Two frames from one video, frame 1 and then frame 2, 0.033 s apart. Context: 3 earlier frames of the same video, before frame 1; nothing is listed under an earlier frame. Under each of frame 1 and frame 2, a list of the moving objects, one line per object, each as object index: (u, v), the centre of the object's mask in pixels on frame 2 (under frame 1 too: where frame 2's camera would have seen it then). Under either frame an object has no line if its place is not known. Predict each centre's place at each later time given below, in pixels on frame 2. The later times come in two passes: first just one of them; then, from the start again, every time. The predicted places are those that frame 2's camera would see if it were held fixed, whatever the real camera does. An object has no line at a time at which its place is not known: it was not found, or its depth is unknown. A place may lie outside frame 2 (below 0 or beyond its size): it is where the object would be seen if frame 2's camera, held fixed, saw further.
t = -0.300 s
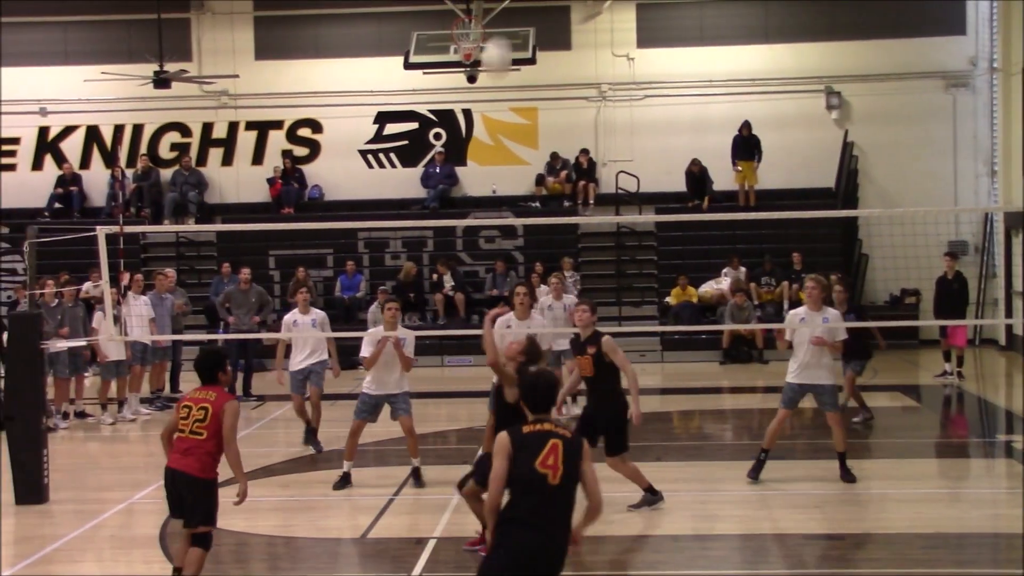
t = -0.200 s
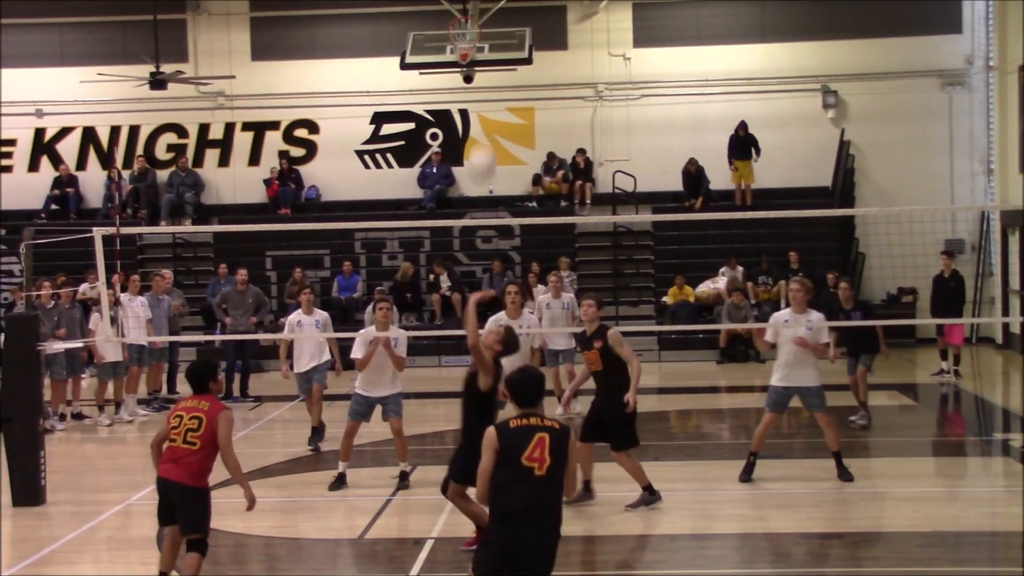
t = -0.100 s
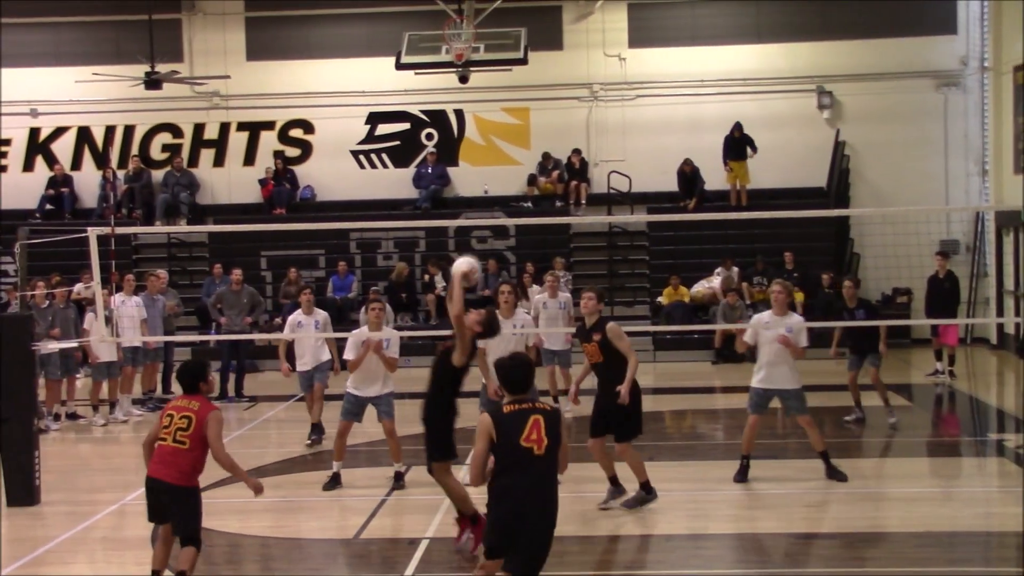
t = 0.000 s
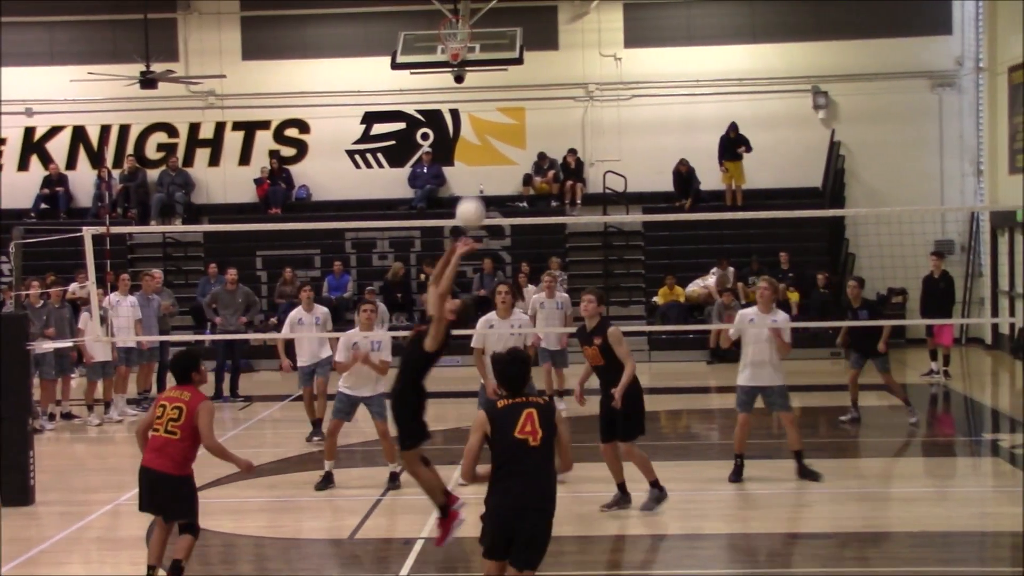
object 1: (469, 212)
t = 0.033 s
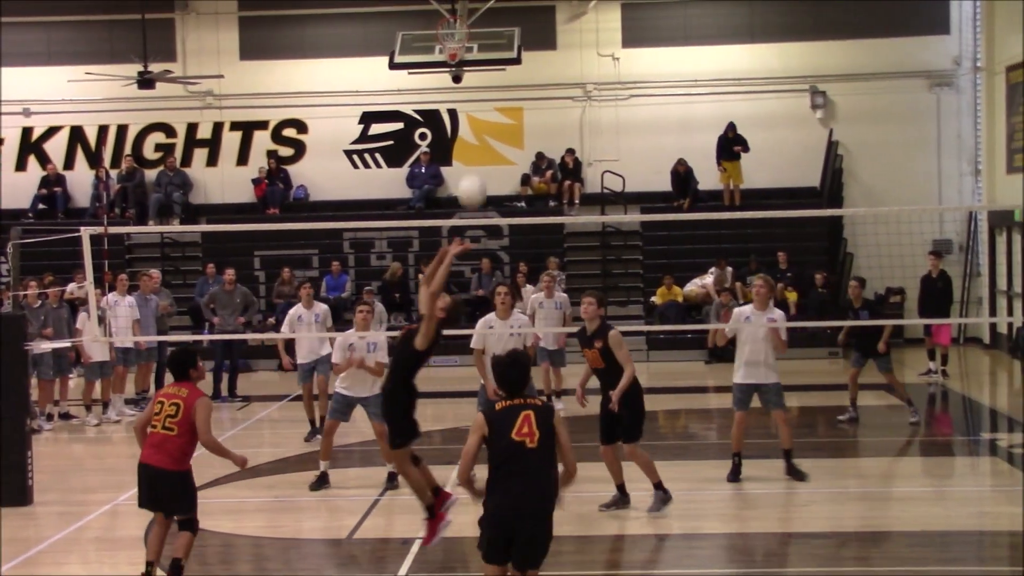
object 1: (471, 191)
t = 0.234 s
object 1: (495, 92)
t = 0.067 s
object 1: (476, 170)
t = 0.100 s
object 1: (480, 151)
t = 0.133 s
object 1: (484, 134)
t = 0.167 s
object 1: (488, 118)
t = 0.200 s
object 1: (491, 104)
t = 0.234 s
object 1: (495, 92)
